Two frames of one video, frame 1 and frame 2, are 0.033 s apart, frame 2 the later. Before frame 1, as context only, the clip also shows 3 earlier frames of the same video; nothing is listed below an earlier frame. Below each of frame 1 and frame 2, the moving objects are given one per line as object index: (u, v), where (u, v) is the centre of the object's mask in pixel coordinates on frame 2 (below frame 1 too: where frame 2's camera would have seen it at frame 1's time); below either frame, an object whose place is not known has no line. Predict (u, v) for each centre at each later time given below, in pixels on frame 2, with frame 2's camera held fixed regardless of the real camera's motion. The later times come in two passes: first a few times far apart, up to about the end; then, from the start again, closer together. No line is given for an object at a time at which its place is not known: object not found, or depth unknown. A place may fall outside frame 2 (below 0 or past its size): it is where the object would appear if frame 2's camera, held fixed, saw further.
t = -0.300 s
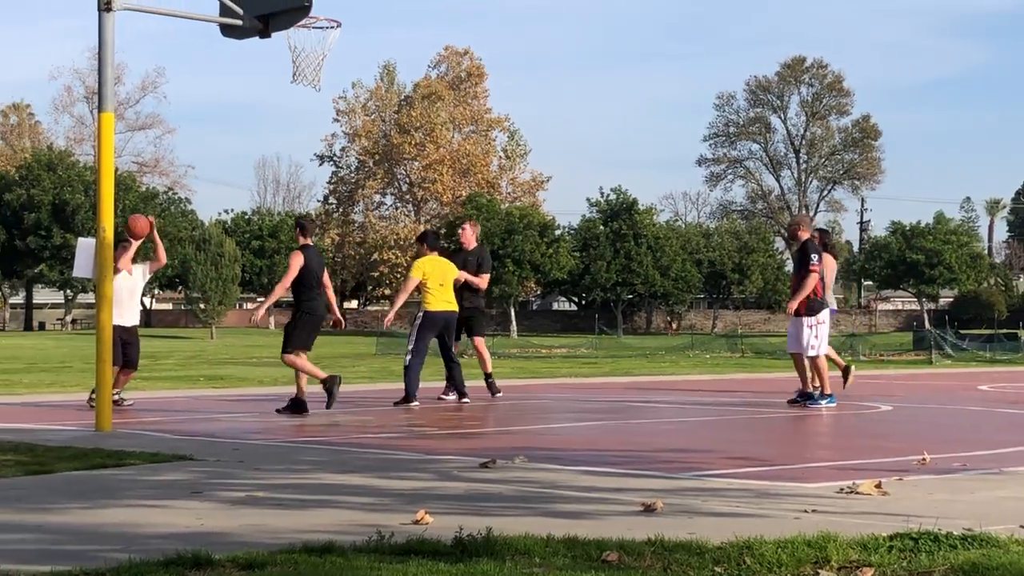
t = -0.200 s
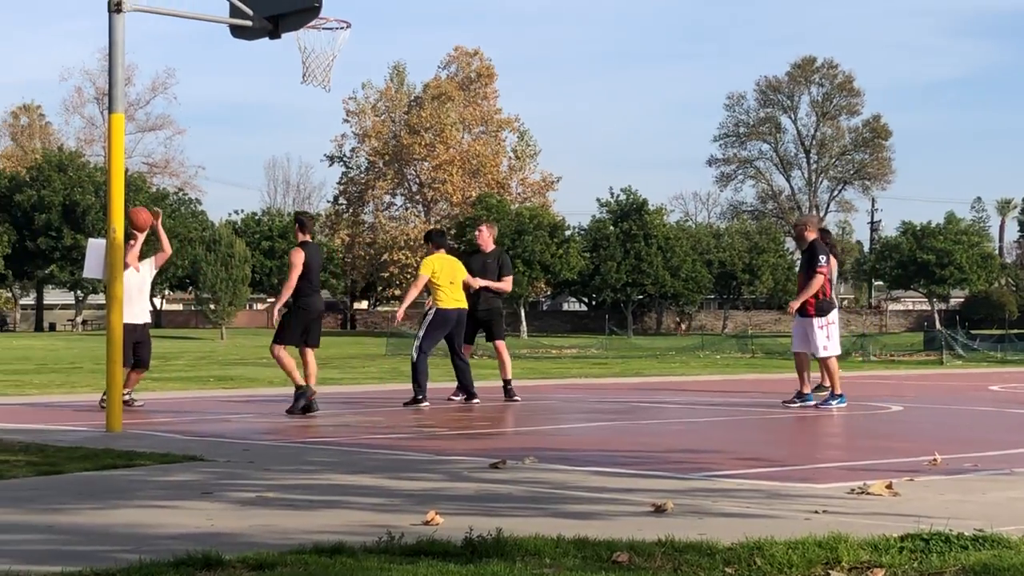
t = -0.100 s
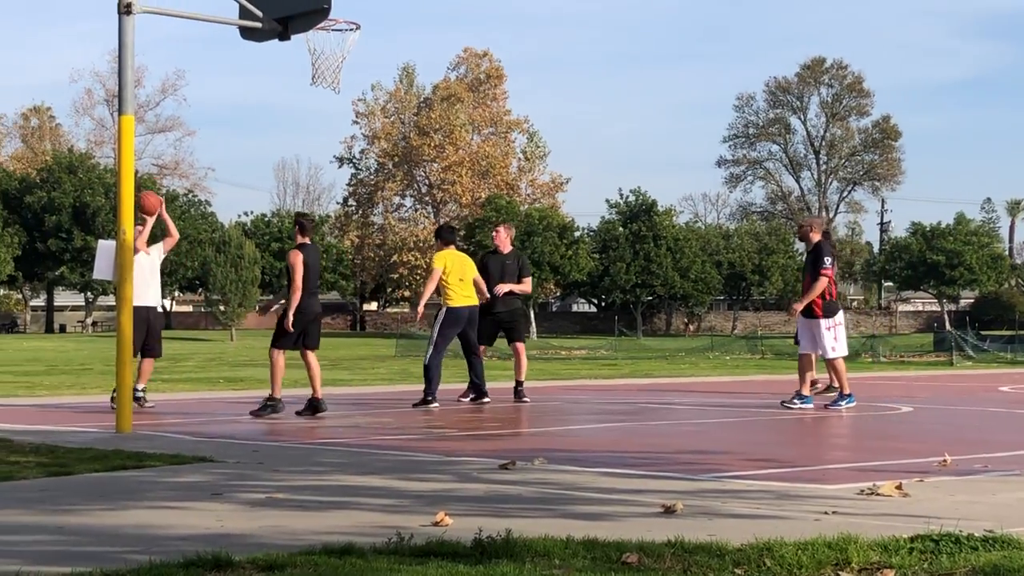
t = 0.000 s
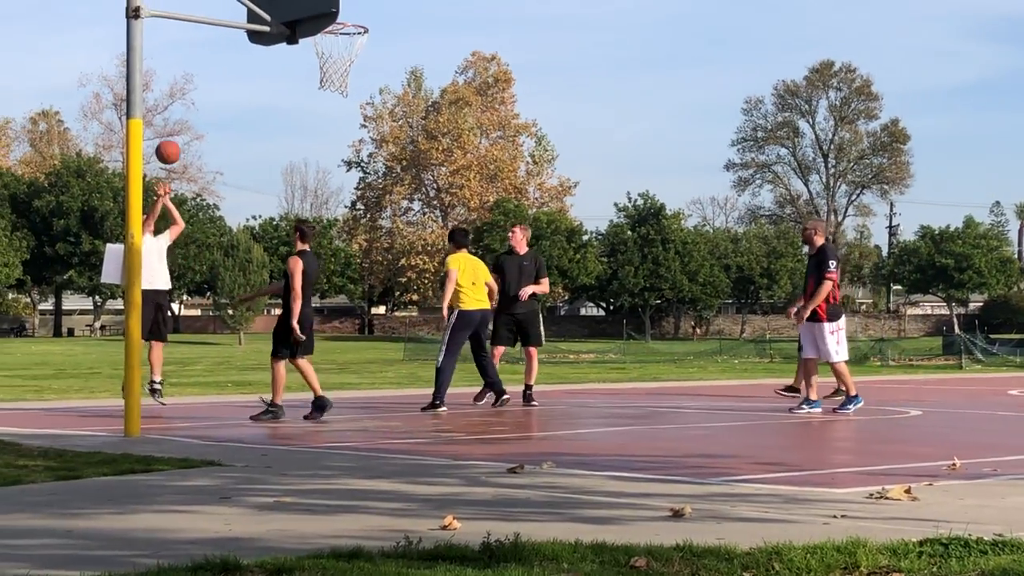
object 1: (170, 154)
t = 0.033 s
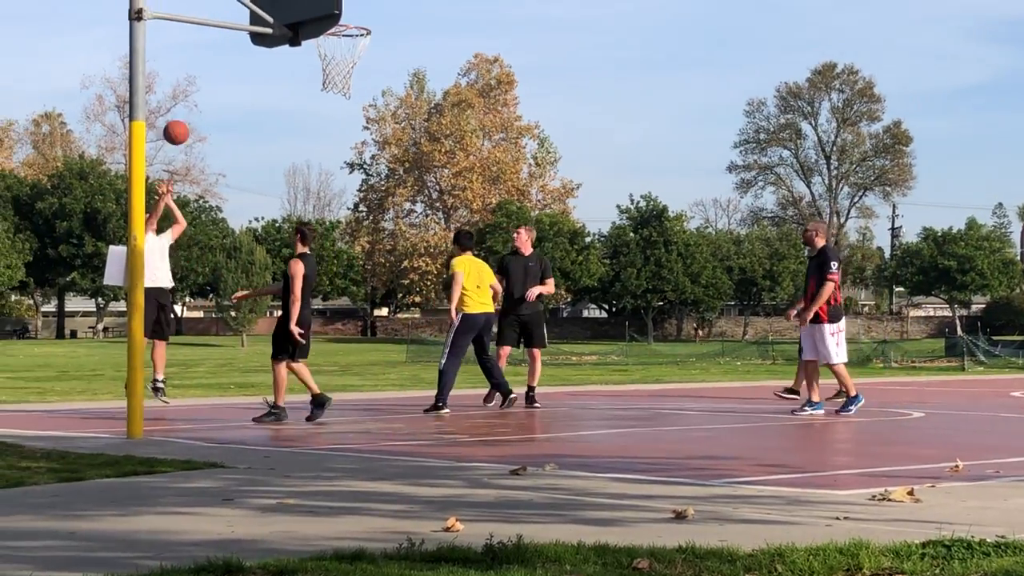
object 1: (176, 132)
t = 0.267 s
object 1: (213, 7)
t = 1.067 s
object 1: (368, 16)
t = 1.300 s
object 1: (425, 184)
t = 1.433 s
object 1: (459, 323)
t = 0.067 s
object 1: (181, 112)
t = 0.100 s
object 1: (186, 92)
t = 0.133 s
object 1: (191, 73)
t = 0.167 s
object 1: (197, 55)
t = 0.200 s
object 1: (202, 39)
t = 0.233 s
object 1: (206, 25)
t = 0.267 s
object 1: (213, 7)
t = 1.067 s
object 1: (368, 16)
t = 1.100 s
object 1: (376, 34)
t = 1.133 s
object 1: (384, 55)
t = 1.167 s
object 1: (392, 77)
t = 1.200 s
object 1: (400, 101)
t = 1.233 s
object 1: (408, 127)
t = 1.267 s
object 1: (416, 155)
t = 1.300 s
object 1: (425, 184)
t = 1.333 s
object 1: (433, 216)
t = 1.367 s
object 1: (441, 249)
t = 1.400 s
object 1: (451, 285)
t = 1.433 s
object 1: (459, 323)
